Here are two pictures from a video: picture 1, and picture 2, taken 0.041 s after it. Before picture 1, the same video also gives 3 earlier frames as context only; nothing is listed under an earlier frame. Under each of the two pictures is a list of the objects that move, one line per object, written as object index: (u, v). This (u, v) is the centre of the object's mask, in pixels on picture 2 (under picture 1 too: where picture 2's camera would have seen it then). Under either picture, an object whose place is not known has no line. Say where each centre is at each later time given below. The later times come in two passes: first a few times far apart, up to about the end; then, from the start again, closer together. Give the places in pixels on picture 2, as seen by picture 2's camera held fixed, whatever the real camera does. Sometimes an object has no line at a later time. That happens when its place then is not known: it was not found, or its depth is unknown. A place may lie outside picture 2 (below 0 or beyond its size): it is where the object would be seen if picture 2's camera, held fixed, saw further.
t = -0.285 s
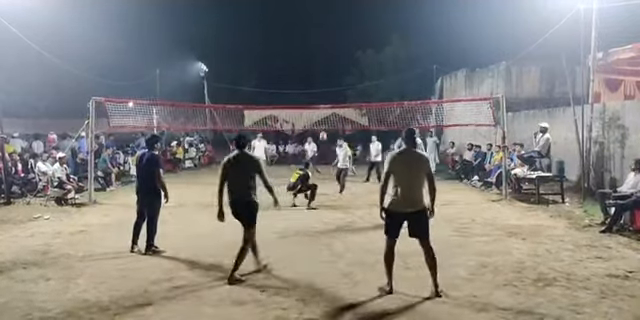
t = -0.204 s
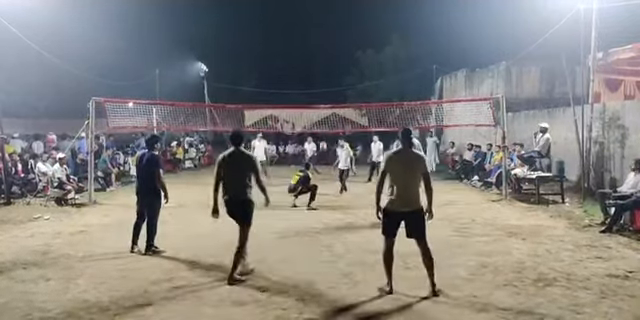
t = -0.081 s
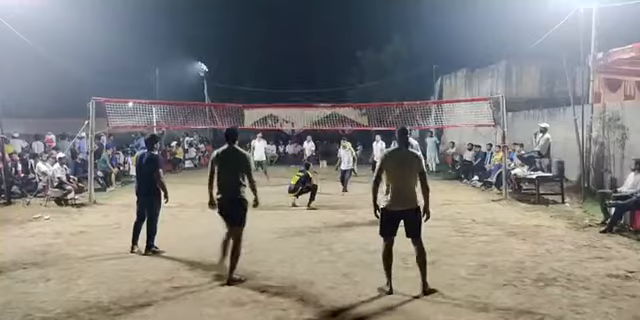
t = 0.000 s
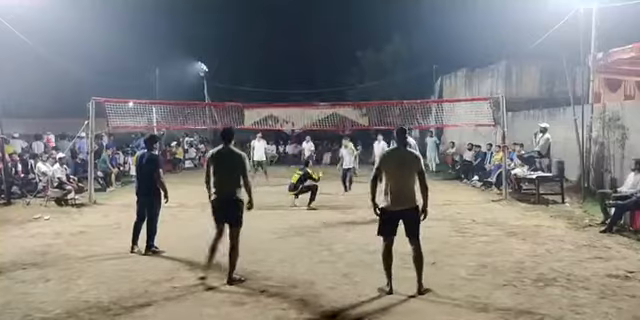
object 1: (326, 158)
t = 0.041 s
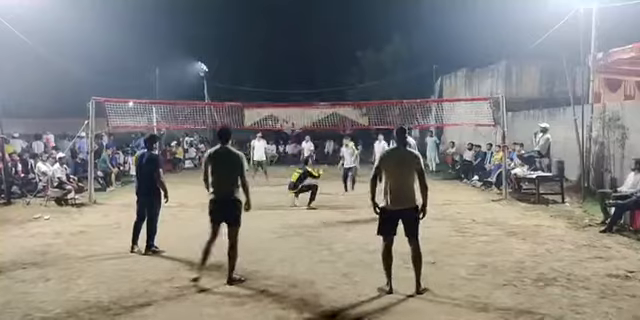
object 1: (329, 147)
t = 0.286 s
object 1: (345, 90)
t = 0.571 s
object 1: (365, 55)
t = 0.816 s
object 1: (383, 51)
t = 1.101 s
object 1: (403, 80)
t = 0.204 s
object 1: (340, 105)
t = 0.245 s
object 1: (342, 98)
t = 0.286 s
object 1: (345, 90)
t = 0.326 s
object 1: (348, 84)
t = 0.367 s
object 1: (351, 77)
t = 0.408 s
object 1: (353, 72)
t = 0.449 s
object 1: (356, 67)
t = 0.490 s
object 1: (359, 62)
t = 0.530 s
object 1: (362, 58)
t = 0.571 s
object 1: (365, 55)
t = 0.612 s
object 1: (368, 53)
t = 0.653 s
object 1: (370, 51)
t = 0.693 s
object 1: (374, 50)
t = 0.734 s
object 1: (377, 49)
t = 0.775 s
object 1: (379, 49)
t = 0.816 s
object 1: (383, 51)
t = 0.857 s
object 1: (385, 53)
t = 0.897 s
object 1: (389, 55)
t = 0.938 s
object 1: (391, 58)
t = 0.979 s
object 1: (394, 63)
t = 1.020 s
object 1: (397, 68)
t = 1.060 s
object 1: (400, 73)
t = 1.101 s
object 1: (403, 80)
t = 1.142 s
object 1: (405, 86)
